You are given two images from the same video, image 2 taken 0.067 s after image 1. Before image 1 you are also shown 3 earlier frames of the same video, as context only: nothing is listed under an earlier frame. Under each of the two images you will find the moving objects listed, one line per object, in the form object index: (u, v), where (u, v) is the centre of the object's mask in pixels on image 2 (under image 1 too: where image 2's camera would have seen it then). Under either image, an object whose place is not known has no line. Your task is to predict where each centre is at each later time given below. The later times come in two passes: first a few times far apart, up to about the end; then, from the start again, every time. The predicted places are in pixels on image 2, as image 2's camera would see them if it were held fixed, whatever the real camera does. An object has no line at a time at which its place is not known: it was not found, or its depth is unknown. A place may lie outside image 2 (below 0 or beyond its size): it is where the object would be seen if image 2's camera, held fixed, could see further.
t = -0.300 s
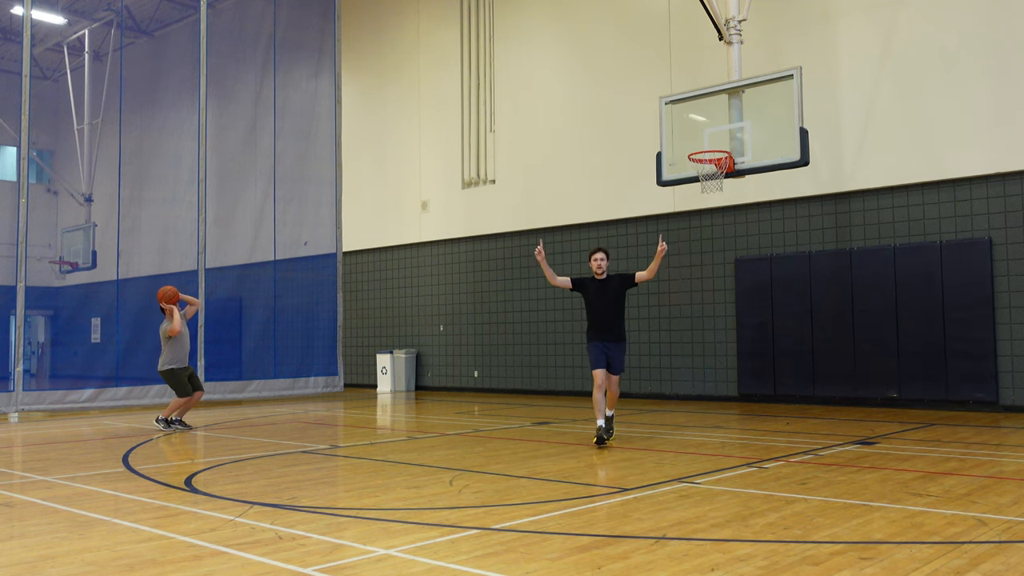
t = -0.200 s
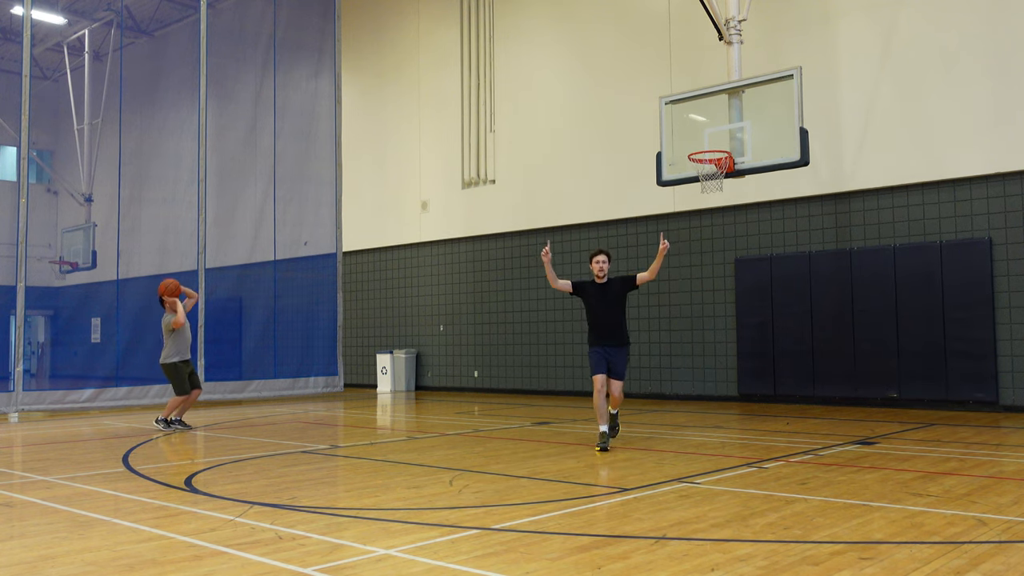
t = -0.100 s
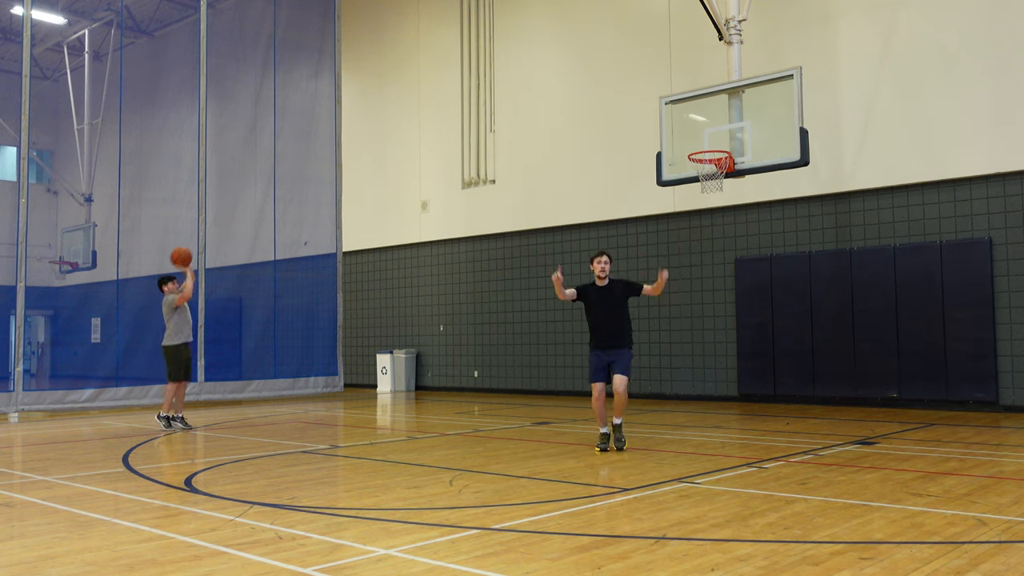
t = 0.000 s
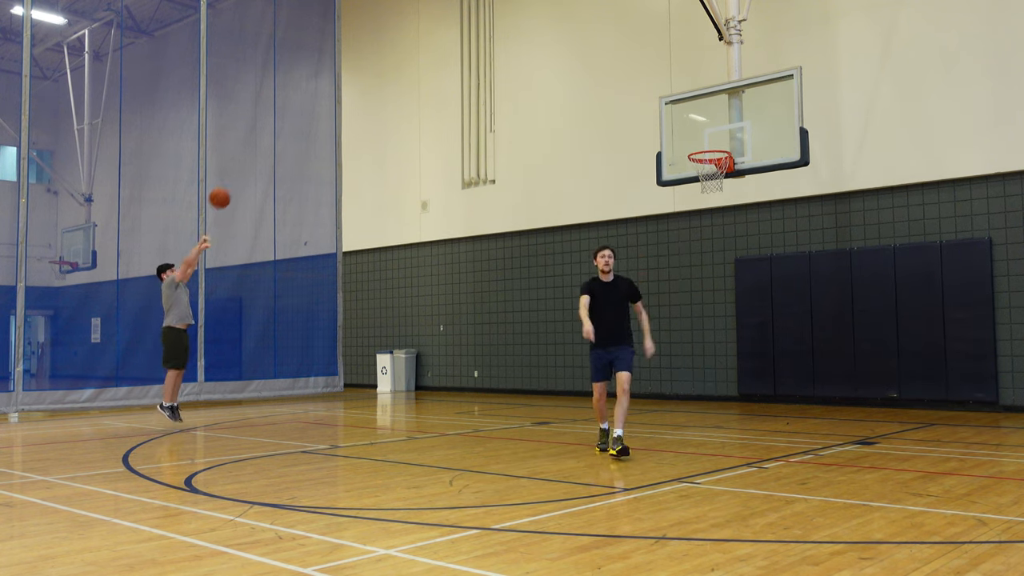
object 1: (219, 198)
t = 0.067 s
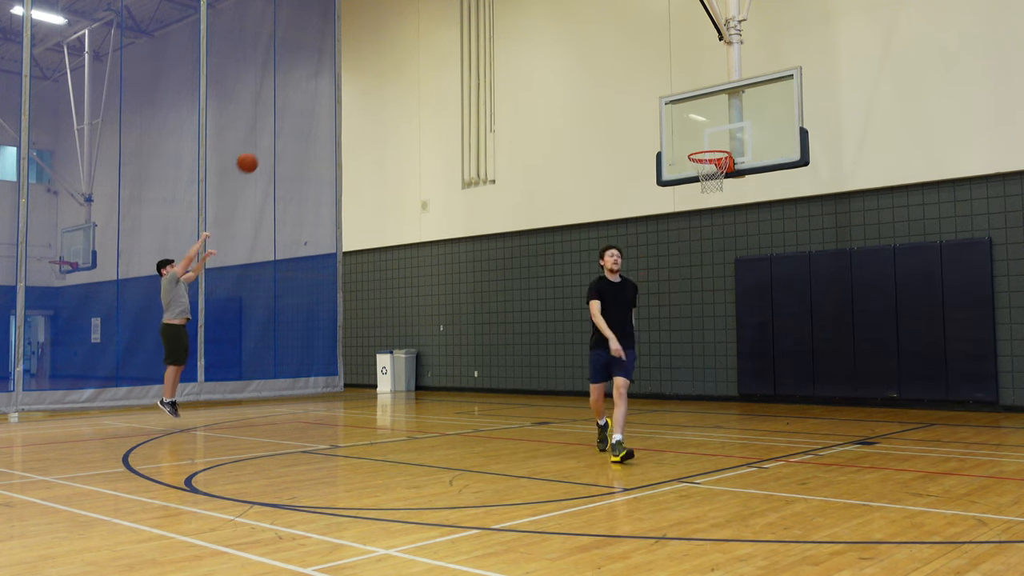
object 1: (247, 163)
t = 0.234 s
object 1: (315, 90)
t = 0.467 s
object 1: (410, 29)
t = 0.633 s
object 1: (476, 12)
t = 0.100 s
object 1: (261, 146)
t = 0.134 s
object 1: (275, 131)
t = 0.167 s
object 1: (288, 116)
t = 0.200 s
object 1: (302, 103)
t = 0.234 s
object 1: (315, 90)
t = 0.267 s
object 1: (329, 79)
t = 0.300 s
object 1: (342, 68)
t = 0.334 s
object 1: (356, 59)
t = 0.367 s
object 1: (369, 50)
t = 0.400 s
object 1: (383, 42)
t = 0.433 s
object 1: (396, 35)
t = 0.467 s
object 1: (410, 29)
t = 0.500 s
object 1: (423, 24)
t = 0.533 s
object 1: (436, 20)
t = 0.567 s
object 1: (450, 16)
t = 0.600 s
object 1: (463, 14)
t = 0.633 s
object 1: (476, 12)
